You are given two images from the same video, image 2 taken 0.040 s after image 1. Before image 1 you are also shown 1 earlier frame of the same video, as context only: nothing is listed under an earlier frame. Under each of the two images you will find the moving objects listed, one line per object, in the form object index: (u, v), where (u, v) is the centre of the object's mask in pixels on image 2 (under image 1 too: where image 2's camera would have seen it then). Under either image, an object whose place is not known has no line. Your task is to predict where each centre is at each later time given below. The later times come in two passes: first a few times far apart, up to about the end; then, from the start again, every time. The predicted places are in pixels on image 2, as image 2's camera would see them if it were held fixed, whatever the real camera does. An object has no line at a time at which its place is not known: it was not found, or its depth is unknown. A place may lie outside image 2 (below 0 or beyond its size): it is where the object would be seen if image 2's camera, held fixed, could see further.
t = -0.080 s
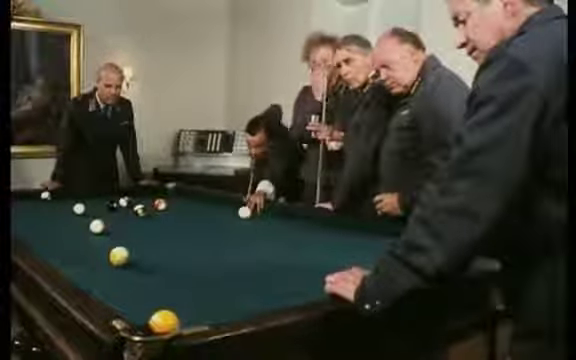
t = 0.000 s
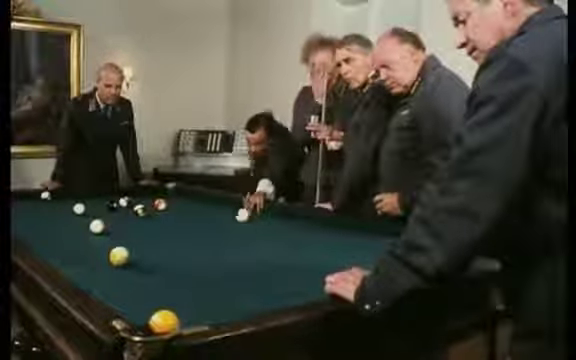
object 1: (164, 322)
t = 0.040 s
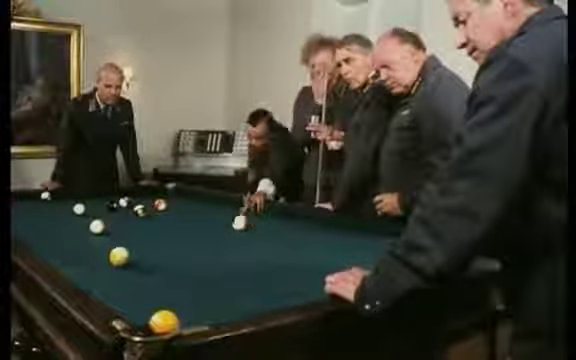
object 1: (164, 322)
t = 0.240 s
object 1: (164, 322)
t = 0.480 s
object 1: (151, 311)
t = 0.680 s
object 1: (142, 298)
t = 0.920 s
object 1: (136, 284)
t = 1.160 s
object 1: (130, 273)
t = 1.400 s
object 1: (125, 264)
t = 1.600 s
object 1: (125, 260)
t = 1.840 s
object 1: (128, 257)
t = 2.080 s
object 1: (130, 257)
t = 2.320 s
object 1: (133, 255)
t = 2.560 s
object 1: (135, 254)
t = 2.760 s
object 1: (137, 253)
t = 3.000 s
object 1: (138, 253)
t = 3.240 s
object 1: (138, 252)
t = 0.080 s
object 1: (164, 322)
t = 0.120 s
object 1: (164, 322)
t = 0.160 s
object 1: (164, 322)
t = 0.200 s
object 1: (164, 322)
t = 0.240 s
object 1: (164, 322)
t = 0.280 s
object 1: (164, 322)
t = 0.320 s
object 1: (164, 322)
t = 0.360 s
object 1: (158, 320)
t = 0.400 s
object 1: (155, 318)
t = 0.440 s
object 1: (153, 314)
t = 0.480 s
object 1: (151, 311)
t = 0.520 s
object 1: (149, 307)
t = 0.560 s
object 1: (147, 305)
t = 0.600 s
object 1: (145, 303)
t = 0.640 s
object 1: (144, 300)
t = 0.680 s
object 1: (142, 298)
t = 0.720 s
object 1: (141, 295)
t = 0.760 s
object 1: (140, 293)
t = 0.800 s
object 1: (138, 290)
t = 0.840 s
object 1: (137, 288)
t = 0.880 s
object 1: (136, 286)
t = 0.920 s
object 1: (136, 284)
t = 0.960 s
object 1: (134, 282)
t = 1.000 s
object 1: (133, 280)
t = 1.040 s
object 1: (131, 278)
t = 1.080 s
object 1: (131, 276)
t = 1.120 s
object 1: (131, 275)
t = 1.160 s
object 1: (130, 273)
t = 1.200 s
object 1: (129, 272)
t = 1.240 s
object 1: (128, 270)
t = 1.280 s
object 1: (128, 269)
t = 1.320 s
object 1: (127, 267)
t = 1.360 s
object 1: (126, 266)
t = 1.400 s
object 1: (125, 264)
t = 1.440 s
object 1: (124, 263)
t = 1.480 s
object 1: (123, 262)
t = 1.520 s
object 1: (123, 262)
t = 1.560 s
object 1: (123, 262)
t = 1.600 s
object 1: (125, 260)
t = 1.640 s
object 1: (128, 259)
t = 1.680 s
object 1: (127, 259)
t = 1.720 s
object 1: (127, 258)
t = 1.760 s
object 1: (127, 257)
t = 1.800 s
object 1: (128, 257)
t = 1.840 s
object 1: (128, 257)
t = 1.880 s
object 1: (127, 257)
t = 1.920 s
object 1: (127, 258)
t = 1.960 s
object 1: (128, 258)
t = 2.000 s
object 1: (128, 257)
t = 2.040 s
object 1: (130, 257)
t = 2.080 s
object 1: (130, 257)
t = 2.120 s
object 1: (130, 257)
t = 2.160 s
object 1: (131, 256)
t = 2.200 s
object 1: (131, 256)
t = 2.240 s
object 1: (132, 256)
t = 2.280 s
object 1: (133, 255)
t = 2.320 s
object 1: (133, 255)
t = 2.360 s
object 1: (133, 255)
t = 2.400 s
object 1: (133, 254)
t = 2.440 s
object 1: (134, 254)
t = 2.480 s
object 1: (134, 254)
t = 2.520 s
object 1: (134, 254)
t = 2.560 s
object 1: (135, 254)
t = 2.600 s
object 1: (135, 254)
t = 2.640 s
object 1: (136, 254)
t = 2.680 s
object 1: (136, 254)
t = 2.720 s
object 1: (136, 253)
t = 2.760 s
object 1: (137, 253)
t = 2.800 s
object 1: (137, 253)
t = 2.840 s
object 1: (137, 253)
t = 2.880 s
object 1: (137, 253)
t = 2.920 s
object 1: (137, 253)
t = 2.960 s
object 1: (137, 253)
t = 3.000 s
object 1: (138, 253)
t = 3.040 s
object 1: (138, 253)
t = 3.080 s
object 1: (138, 253)
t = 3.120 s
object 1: (138, 253)
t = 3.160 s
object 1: (138, 253)
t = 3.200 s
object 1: (138, 252)
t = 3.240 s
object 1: (138, 252)
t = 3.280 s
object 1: (138, 252)
